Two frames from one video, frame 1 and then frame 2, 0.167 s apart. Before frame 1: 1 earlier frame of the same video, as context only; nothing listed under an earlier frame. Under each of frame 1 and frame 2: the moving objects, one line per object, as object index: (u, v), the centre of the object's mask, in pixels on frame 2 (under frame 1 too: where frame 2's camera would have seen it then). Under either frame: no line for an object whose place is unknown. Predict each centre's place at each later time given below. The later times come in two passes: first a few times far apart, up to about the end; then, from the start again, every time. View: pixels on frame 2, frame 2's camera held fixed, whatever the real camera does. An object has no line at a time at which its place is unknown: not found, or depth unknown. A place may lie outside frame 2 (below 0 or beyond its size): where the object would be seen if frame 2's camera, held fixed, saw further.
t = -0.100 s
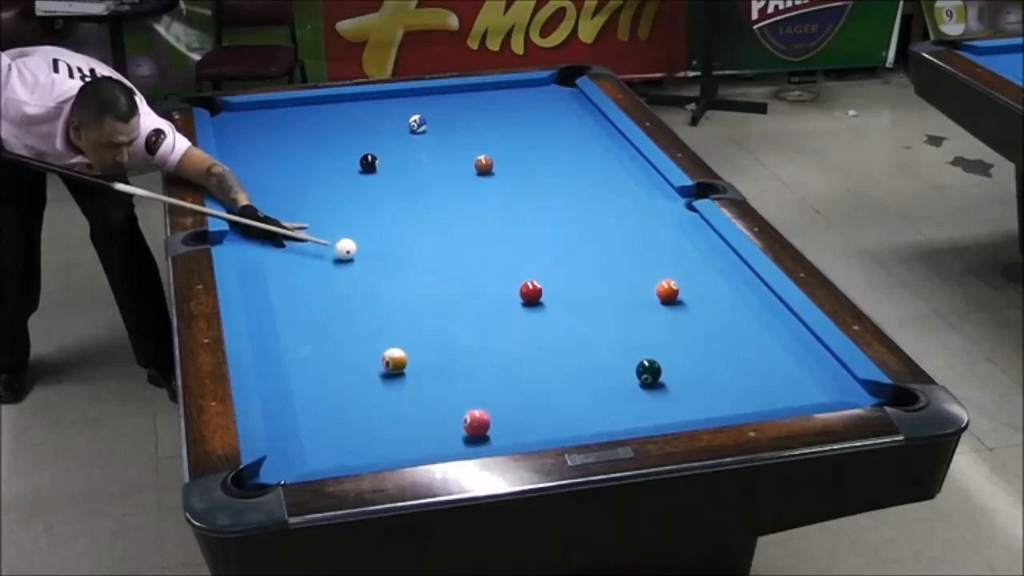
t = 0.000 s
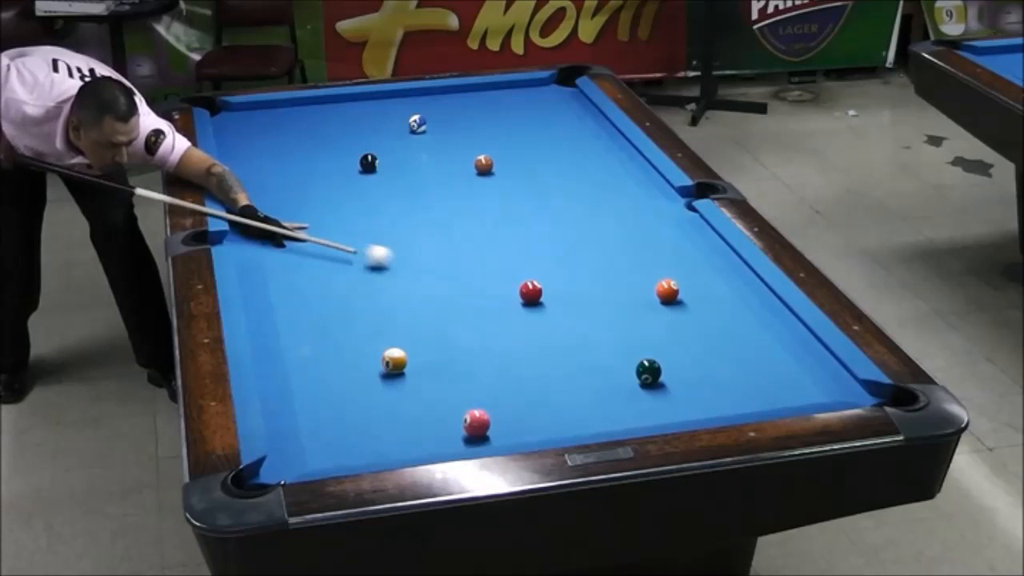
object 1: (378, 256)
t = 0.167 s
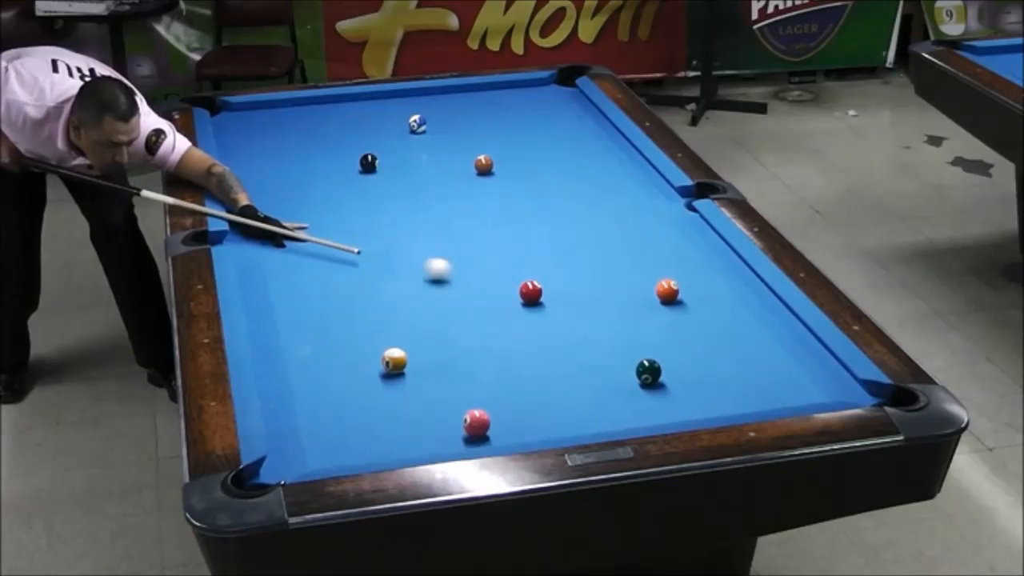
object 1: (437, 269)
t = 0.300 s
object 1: (485, 280)
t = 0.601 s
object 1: (536, 285)
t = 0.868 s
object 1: (566, 286)
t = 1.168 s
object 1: (596, 287)
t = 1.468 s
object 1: (624, 287)
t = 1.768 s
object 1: (645, 288)
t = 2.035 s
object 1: (649, 286)
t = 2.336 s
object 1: (651, 285)
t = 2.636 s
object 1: (651, 285)
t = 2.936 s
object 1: (651, 286)
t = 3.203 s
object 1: (651, 286)
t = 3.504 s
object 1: (651, 286)
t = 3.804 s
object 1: (651, 286)
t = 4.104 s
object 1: (651, 285)
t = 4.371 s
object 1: (651, 285)
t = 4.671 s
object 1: (651, 286)
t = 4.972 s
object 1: (651, 286)
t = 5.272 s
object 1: (651, 286)
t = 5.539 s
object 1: (651, 286)
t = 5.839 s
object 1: (651, 286)
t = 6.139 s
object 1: (651, 286)
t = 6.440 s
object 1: (651, 286)
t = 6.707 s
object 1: (651, 286)
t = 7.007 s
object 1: (651, 286)
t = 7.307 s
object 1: (651, 285)
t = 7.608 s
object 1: (651, 286)
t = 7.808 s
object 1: (651, 286)
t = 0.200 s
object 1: (449, 272)
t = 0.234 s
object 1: (461, 275)
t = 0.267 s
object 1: (473, 277)
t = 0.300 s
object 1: (485, 280)
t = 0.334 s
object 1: (497, 282)
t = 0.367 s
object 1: (509, 285)
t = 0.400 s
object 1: (514, 286)
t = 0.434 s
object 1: (517, 285)
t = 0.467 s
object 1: (520, 285)
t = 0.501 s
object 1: (524, 285)
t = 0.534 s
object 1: (528, 285)
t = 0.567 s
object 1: (532, 285)
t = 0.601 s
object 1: (536, 285)
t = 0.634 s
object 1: (540, 286)
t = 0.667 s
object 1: (544, 286)
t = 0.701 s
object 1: (547, 286)
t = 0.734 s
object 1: (551, 286)
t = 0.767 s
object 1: (555, 286)
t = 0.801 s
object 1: (558, 286)
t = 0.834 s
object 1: (562, 286)
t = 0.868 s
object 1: (566, 286)
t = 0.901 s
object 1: (569, 286)
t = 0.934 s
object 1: (573, 286)
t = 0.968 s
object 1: (576, 286)
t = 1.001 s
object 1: (580, 286)
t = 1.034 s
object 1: (583, 287)
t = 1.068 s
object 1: (587, 287)
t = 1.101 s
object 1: (590, 287)
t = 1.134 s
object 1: (593, 287)
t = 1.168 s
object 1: (596, 287)
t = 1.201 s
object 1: (600, 287)
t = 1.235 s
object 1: (603, 287)
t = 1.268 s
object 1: (606, 287)
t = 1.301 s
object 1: (609, 287)
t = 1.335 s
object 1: (612, 287)
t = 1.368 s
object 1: (615, 287)
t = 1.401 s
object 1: (618, 287)
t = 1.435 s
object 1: (621, 287)
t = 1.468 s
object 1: (624, 287)
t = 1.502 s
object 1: (627, 287)
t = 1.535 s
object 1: (629, 288)
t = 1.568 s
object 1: (632, 288)
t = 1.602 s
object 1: (635, 288)
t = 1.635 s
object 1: (638, 288)
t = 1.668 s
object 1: (641, 288)
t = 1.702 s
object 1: (643, 288)
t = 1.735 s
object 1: (644, 288)
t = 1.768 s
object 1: (645, 288)
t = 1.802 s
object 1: (646, 287)
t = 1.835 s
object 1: (646, 287)
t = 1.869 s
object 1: (647, 287)
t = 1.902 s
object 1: (647, 287)
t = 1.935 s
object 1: (648, 287)
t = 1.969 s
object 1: (648, 287)
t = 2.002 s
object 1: (649, 286)
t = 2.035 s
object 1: (649, 286)
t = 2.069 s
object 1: (649, 286)
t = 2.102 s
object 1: (650, 286)
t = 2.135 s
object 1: (650, 286)
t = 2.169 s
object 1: (650, 286)
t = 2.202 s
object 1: (650, 286)
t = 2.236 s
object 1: (651, 286)
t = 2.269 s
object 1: (651, 286)
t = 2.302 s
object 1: (651, 286)
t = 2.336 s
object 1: (651, 285)
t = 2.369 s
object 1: (651, 285)
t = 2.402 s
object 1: (652, 286)
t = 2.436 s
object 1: (651, 285)
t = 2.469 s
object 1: (651, 285)
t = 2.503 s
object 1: (651, 285)
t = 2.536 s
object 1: (651, 285)
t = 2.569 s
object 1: (651, 285)
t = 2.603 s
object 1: (651, 285)
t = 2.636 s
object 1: (651, 285)
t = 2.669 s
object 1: (651, 285)
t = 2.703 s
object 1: (651, 285)
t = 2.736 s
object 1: (652, 286)
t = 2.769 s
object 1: (651, 286)
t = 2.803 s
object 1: (651, 286)
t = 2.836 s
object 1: (651, 286)
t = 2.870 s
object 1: (651, 286)
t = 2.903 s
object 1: (651, 286)
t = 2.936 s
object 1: (651, 286)
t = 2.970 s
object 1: (651, 286)
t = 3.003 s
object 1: (651, 286)
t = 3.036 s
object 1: (651, 286)
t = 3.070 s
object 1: (651, 286)
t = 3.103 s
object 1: (651, 286)
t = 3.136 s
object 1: (651, 286)
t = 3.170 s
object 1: (651, 286)
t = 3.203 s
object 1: (651, 286)
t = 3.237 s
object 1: (651, 286)
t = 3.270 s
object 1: (651, 286)
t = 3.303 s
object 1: (651, 286)
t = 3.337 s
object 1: (651, 286)
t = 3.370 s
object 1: (651, 286)
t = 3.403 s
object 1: (651, 286)
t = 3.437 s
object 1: (651, 286)
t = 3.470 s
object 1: (651, 286)
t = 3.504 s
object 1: (651, 286)
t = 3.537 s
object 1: (651, 285)
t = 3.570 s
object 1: (651, 285)
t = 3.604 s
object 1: (651, 285)
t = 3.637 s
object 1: (651, 285)
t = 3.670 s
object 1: (651, 285)
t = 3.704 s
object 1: (651, 285)
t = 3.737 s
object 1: (651, 285)
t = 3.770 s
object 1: (651, 285)
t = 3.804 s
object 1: (651, 286)
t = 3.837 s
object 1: (651, 285)
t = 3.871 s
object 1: (651, 285)
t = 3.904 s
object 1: (651, 285)
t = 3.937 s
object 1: (651, 285)
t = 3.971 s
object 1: (651, 285)
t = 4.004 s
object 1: (651, 286)
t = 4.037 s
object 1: (651, 285)
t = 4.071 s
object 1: (651, 285)
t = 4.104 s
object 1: (651, 285)
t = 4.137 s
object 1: (651, 286)
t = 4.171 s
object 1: (651, 285)
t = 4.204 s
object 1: (651, 286)
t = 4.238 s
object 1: (651, 286)
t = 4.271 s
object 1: (651, 286)
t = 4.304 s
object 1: (651, 285)
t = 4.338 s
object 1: (651, 285)
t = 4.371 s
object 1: (651, 285)
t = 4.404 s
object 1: (651, 285)
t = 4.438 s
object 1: (651, 285)
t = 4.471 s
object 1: (651, 285)
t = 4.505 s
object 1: (651, 285)
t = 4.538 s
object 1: (651, 285)
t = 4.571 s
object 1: (651, 285)
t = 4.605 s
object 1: (651, 286)
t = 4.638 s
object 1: (651, 286)
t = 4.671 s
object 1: (651, 286)
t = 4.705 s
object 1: (651, 286)
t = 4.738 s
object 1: (651, 286)
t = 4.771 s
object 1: (651, 286)
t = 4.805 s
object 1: (651, 286)
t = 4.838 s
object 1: (651, 286)
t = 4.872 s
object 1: (651, 286)
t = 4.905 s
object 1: (651, 286)
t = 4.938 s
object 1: (651, 286)
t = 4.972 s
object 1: (651, 286)
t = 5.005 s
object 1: (651, 286)
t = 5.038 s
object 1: (651, 286)
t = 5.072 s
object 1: (651, 286)
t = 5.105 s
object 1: (651, 286)
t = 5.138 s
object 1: (651, 286)
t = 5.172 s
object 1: (651, 286)
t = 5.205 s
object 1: (651, 286)
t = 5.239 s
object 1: (651, 286)
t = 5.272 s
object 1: (651, 286)
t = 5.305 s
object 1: (651, 286)
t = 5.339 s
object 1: (651, 286)
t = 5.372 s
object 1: (651, 286)
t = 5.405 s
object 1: (651, 286)
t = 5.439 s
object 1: (651, 286)
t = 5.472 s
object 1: (651, 286)
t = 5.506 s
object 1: (651, 286)
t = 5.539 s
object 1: (651, 286)
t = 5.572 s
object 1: (651, 286)
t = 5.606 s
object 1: (651, 286)
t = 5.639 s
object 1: (651, 286)
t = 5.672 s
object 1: (651, 286)
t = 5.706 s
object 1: (651, 286)
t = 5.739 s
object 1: (651, 286)
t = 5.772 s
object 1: (651, 286)
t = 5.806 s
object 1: (651, 286)
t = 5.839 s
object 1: (651, 286)
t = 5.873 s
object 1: (651, 286)
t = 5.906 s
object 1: (651, 286)
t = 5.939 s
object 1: (651, 286)
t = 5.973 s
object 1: (651, 286)
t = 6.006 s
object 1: (651, 286)
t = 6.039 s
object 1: (651, 286)
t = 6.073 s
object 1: (651, 286)
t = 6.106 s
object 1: (651, 286)
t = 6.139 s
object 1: (651, 286)
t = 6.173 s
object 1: (651, 286)
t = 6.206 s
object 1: (651, 286)
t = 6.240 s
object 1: (651, 286)
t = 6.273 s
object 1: (651, 286)
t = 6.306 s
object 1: (651, 286)
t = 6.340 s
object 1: (651, 286)
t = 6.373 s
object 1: (651, 286)
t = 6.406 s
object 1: (651, 286)
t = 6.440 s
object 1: (651, 286)
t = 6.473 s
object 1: (651, 286)
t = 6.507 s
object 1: (651, 286)
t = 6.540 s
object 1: (651, 286)
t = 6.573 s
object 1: (651, 286)
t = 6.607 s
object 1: (651, 286)
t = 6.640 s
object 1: (651, 286)
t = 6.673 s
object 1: (651, 286)
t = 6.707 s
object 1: (651, 286)
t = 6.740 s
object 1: (651, 286)
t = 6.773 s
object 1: (651, 286)
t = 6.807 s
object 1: (651, 286)
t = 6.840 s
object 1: (651, 286)
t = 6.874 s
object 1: (651, 285)
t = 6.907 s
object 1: (651, 285)
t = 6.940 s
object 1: (651, 285)
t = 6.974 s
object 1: (651, 285)
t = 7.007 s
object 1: (651, 286)
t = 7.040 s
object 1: (651, 286)
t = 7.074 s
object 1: (651, 286)
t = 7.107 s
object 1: (651, 286)
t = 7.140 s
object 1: (651, 285)
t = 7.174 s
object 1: (651, 285)
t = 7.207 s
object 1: (651, 285)
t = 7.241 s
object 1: (651, 285)
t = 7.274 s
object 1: (651, 286)
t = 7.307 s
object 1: (651, 285)
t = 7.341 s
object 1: (651, 286)
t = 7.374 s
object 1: (651, 286)
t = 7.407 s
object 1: (651, 286)
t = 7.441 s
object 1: (651, 286)
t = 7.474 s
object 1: (651, 286)
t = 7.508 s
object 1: (651, 286)
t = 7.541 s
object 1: (651, 286)
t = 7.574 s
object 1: (651, 286)
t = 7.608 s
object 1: (651, 286)
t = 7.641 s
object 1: (651, 286)
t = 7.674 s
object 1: (651, 286)
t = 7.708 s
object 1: (651, 286)
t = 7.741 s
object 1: (651, 286)
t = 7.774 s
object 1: (651, 286)
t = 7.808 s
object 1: (651, 286)
